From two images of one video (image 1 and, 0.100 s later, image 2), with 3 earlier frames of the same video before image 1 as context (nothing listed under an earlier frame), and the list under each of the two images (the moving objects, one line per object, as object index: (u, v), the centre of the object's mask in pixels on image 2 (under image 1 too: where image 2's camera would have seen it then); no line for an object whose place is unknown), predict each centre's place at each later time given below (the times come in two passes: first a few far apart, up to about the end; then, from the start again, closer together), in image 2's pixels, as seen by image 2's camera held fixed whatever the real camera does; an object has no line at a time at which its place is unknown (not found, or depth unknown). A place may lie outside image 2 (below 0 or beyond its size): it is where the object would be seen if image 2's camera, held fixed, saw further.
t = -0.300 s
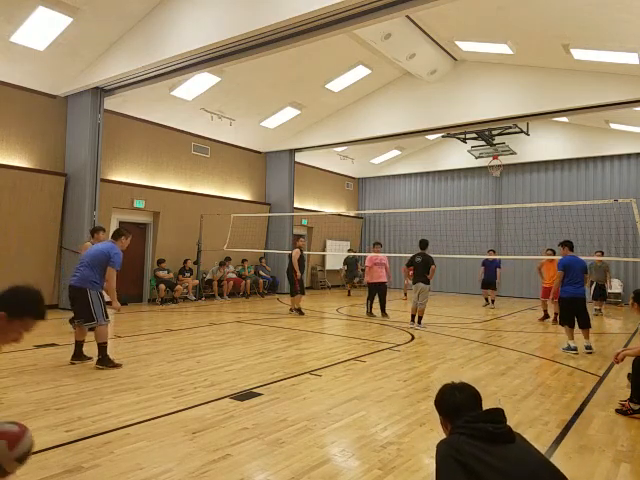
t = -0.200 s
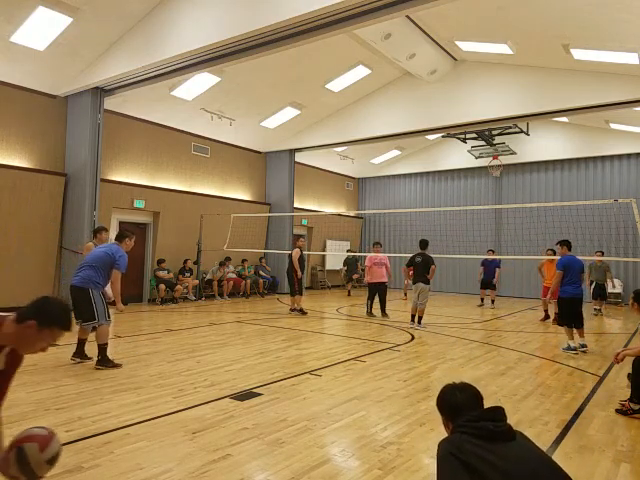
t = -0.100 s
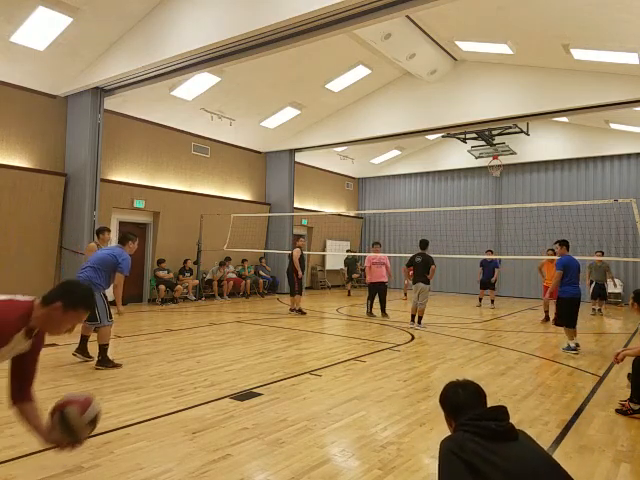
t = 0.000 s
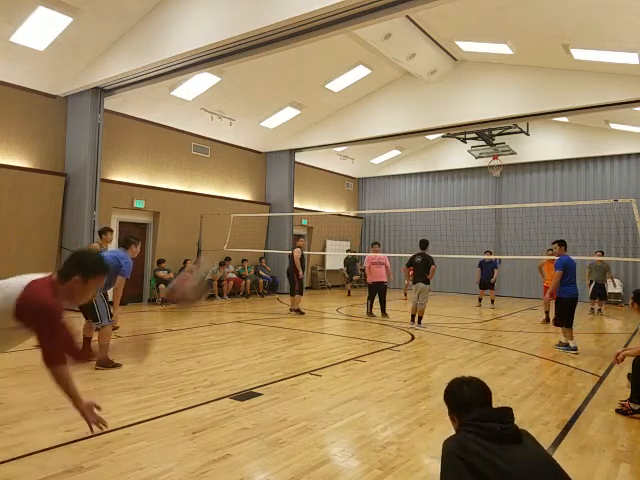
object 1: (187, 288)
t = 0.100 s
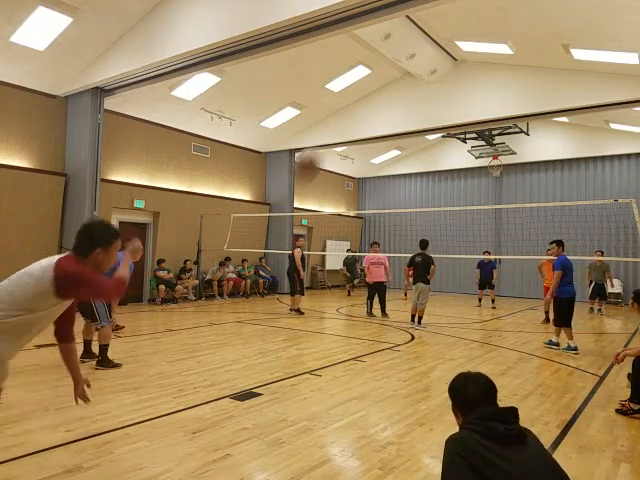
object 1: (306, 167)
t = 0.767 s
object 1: (514, 61)
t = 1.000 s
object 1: (536, 94)
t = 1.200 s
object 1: (550, 131)
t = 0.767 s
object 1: (514, 61)
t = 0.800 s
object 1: (519, 65)
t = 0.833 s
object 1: (522, 69)
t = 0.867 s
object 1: (525, 74)
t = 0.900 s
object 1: (528, 78)
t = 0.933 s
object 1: (531, 83)
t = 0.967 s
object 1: (533, 89)
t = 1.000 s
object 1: (536, 94)
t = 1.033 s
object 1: (538, 101)
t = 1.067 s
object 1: (541, 106)
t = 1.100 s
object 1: (543, 112)
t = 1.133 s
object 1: (545, 118)
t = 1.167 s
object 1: (548, 125)
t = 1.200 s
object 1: (550, 131)
